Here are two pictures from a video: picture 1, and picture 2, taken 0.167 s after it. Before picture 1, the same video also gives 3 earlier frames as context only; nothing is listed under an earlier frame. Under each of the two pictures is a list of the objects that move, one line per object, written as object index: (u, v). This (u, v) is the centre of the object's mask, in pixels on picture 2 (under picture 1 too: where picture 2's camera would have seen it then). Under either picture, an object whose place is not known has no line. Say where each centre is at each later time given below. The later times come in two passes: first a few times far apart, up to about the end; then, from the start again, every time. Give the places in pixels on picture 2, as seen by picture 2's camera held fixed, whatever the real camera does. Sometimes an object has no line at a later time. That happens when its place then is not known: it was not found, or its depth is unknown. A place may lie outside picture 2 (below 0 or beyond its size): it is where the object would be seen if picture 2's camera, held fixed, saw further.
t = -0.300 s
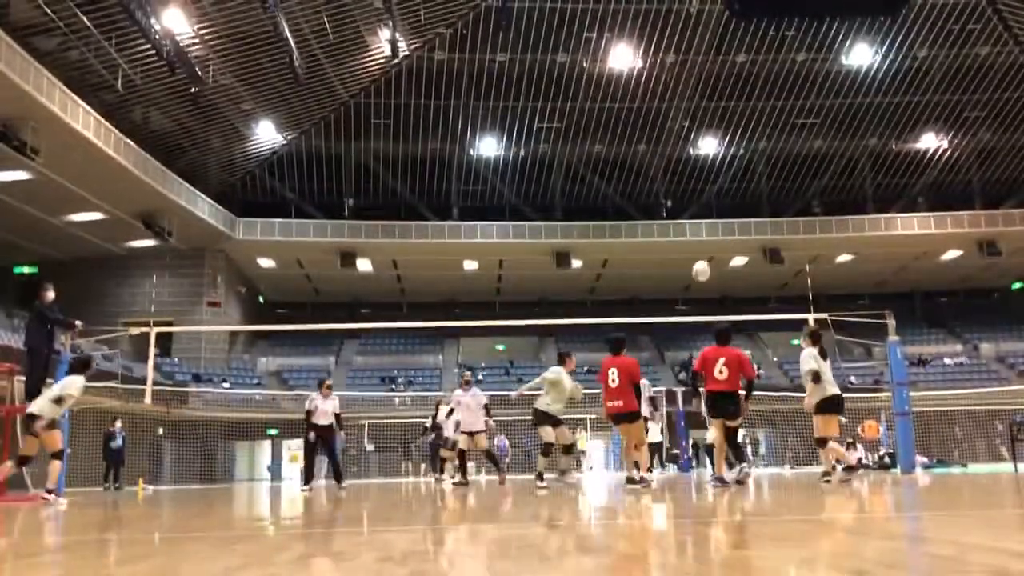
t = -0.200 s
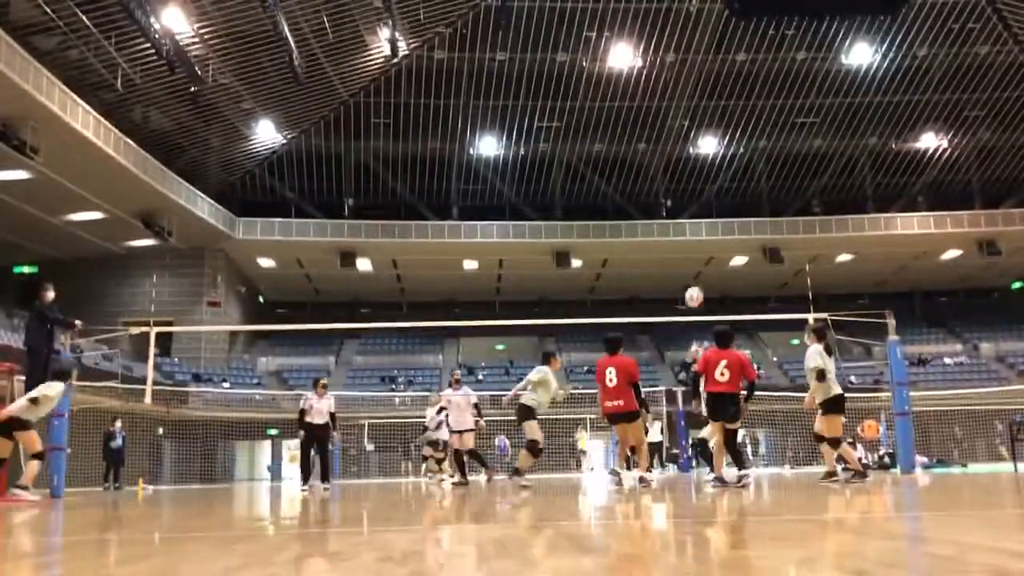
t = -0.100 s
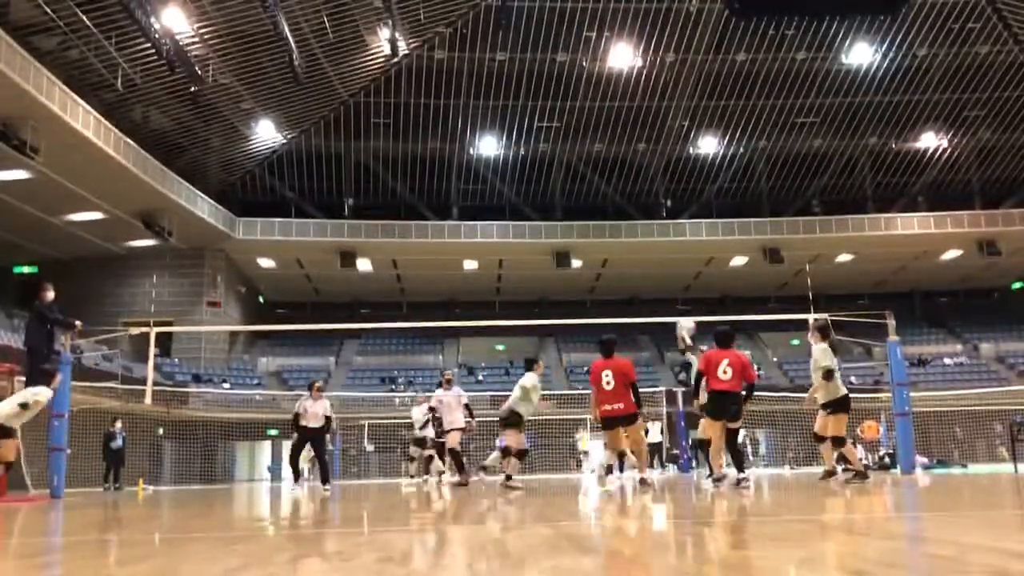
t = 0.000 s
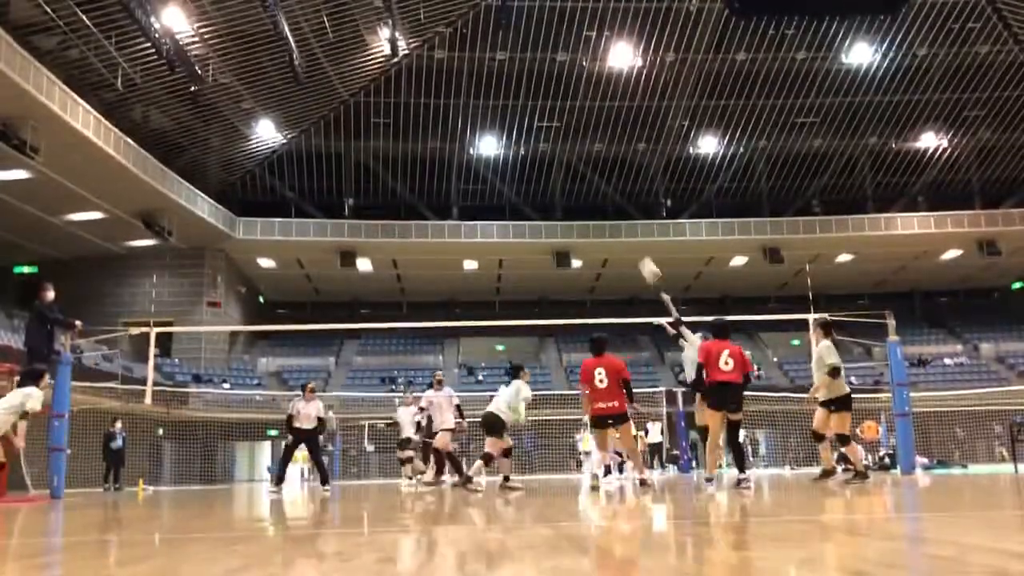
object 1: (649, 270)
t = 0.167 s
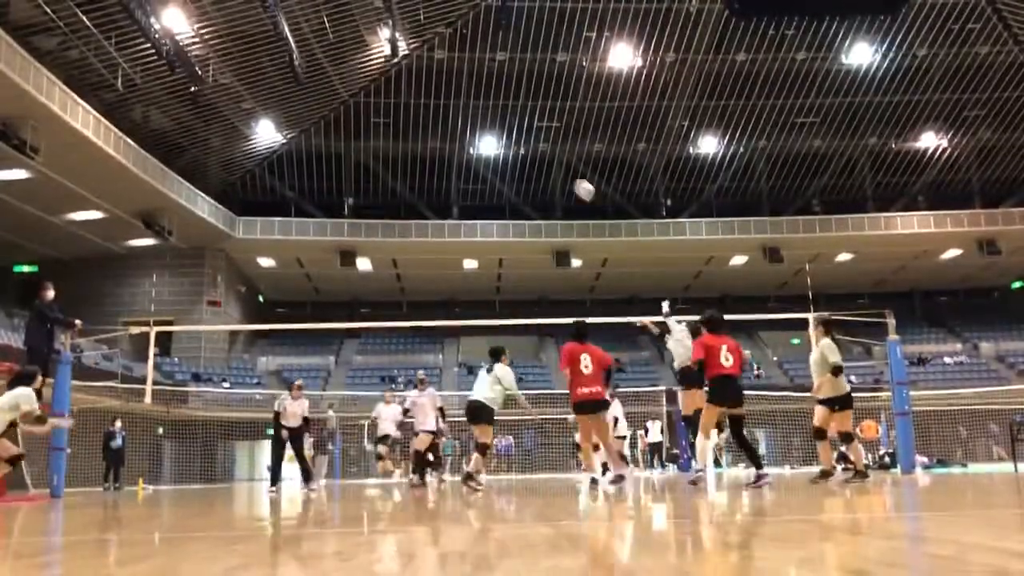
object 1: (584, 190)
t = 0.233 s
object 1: (560, 166)
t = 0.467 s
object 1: (482, 111)
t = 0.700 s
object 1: (408, 95)
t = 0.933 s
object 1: (338, 121)
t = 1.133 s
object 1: (279, 176)
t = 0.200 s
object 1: (572, 178)
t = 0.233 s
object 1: (560, 166)
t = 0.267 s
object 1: (547, 154)
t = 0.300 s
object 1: (537, 145)
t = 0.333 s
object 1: (525, 136)
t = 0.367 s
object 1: (515, 128)
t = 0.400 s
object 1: (503, 120)
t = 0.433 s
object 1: (492, 113)
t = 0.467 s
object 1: (482, 111)
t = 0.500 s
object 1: (470, 104)
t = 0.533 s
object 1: (460, 103)
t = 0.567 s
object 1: (449, 98)
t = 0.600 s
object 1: (439, 97)
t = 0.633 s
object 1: (428, 95)
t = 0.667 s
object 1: (418, 94)
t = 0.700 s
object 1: (408, 95)
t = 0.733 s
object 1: (397, 97)
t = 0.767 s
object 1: (387, 99)
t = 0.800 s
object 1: (377, 102)
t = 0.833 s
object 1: (368, 106)
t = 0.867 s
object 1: (357, 109)
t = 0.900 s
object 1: (348, 114)
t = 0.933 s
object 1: (338, 121)
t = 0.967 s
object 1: (328, 129)
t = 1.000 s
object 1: (318, 136)
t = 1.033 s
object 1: (308, 145)
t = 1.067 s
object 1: (298, 153)
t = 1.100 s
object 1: (289, 165)
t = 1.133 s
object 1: (279, 176)
